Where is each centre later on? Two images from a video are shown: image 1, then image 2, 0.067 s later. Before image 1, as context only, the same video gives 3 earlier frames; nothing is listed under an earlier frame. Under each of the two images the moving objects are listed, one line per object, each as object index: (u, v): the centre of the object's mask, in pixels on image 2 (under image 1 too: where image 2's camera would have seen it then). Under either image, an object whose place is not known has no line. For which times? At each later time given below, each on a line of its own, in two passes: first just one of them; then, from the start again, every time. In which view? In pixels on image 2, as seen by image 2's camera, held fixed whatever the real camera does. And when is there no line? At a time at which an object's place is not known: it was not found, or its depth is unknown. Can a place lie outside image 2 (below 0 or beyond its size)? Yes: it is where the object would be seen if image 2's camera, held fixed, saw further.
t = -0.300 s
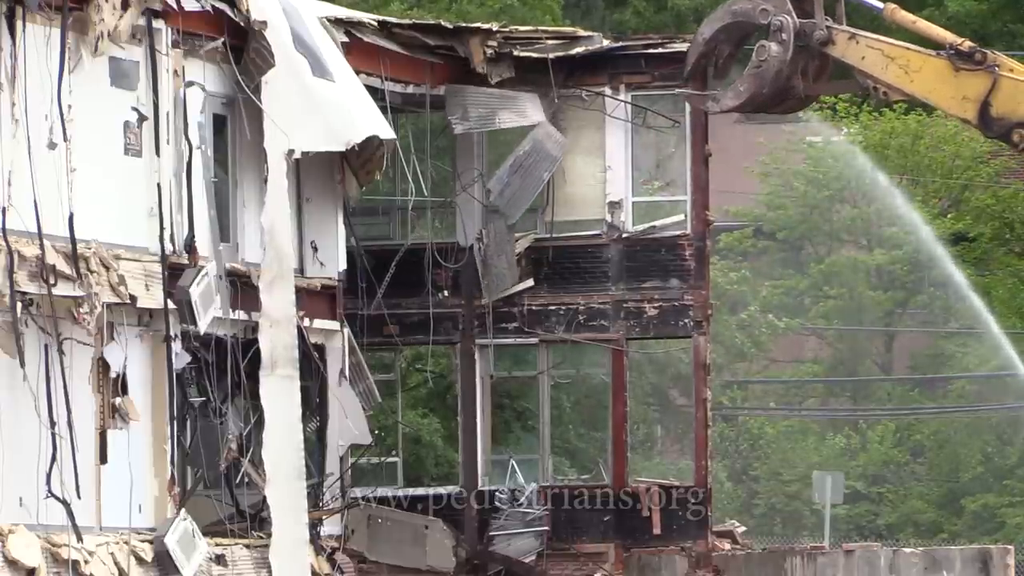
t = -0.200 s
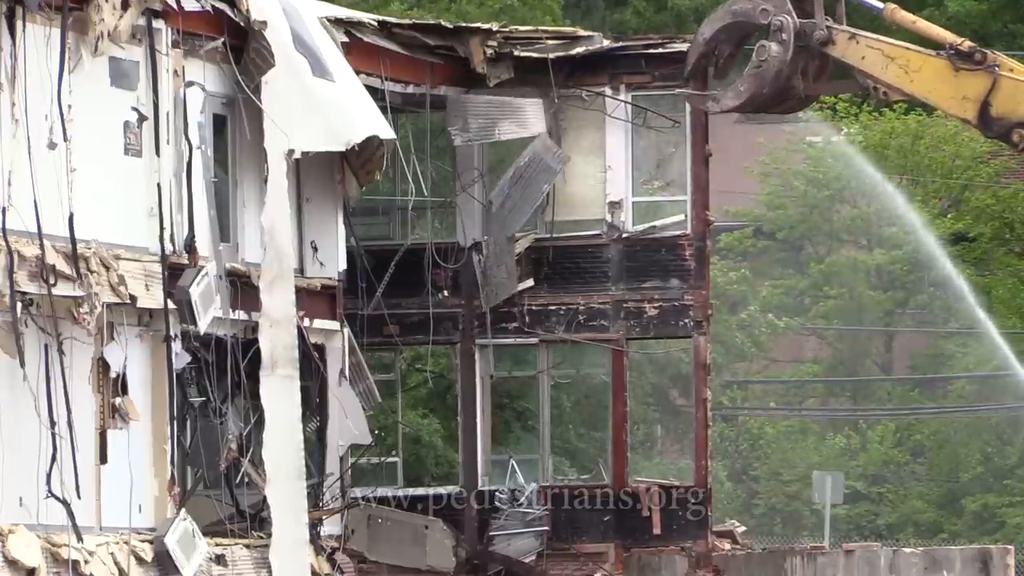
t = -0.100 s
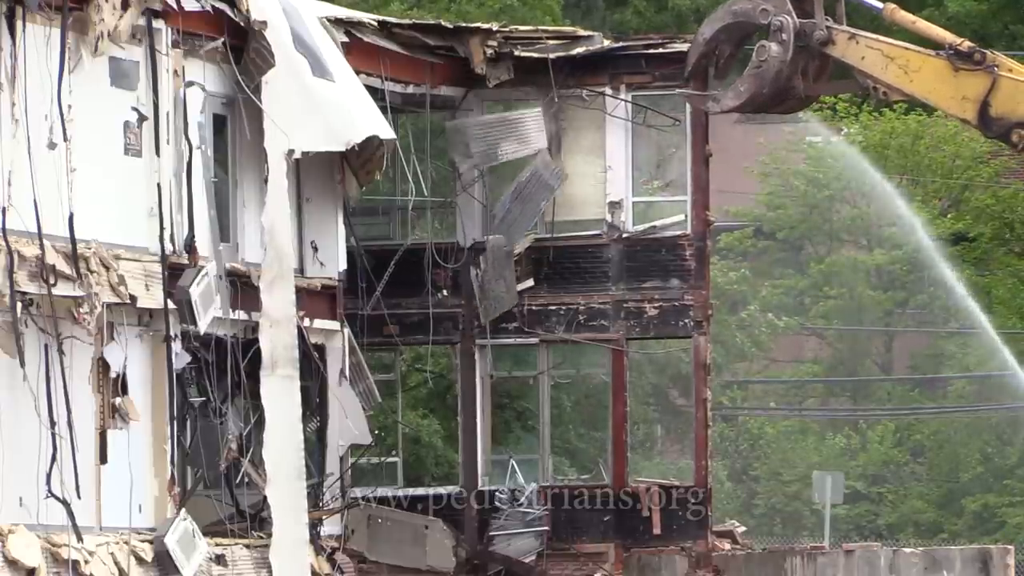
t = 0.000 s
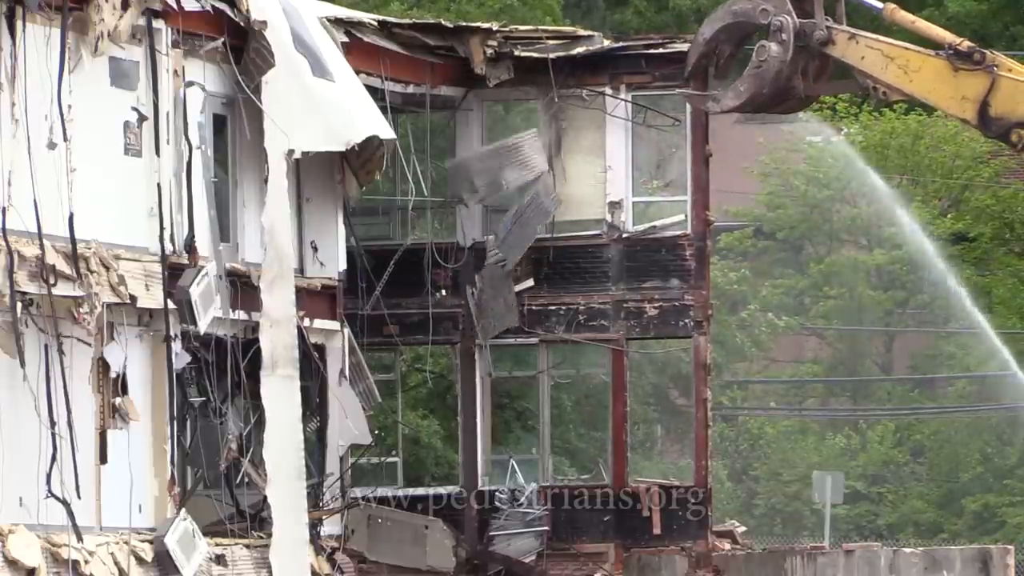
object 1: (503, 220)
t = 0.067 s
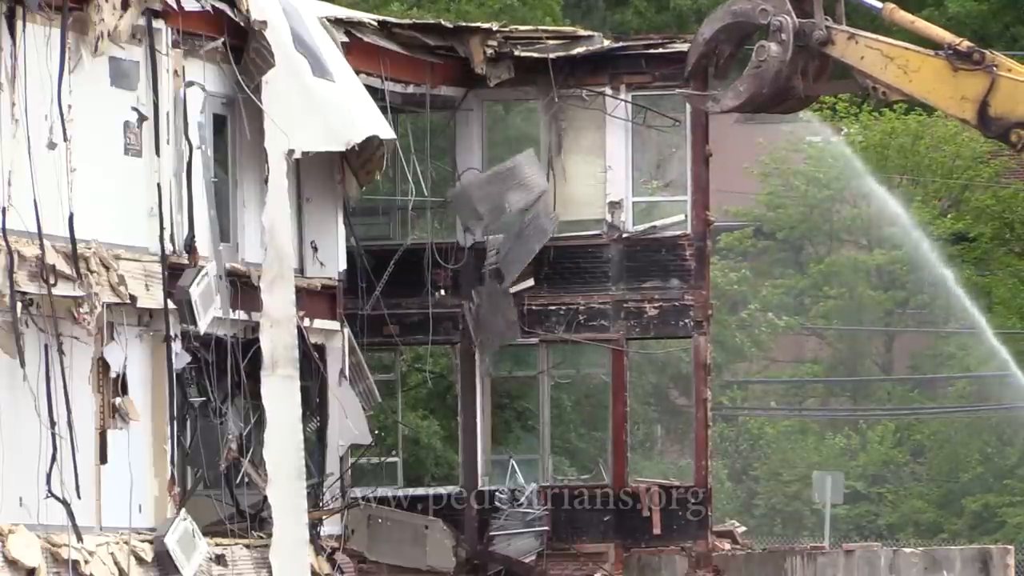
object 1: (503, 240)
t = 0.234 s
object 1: (505, 296)
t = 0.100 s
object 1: (503, 251)
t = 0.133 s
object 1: (504, 262)
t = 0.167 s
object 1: (505, 269)
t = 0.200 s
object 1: (504, 284)
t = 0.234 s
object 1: (505, 296)
